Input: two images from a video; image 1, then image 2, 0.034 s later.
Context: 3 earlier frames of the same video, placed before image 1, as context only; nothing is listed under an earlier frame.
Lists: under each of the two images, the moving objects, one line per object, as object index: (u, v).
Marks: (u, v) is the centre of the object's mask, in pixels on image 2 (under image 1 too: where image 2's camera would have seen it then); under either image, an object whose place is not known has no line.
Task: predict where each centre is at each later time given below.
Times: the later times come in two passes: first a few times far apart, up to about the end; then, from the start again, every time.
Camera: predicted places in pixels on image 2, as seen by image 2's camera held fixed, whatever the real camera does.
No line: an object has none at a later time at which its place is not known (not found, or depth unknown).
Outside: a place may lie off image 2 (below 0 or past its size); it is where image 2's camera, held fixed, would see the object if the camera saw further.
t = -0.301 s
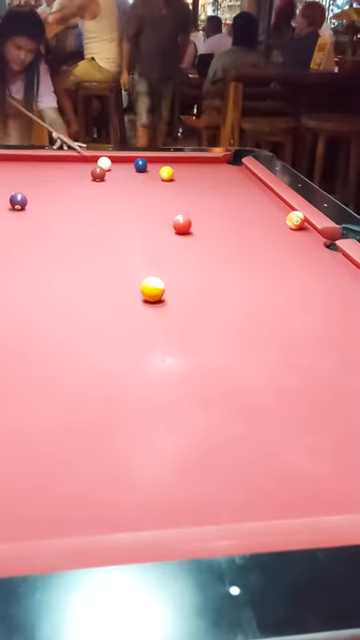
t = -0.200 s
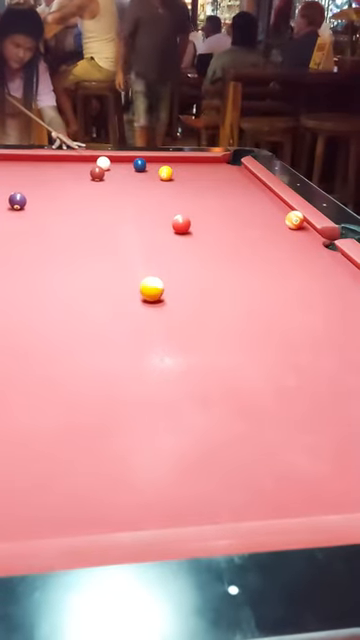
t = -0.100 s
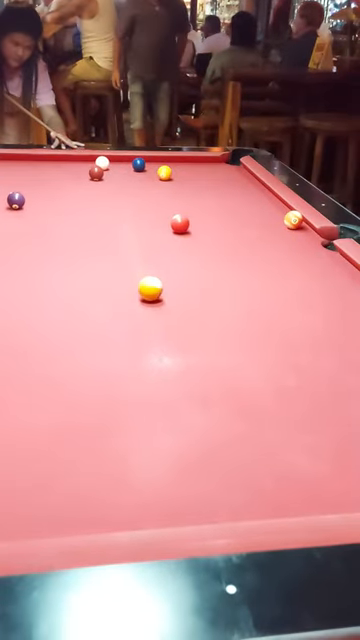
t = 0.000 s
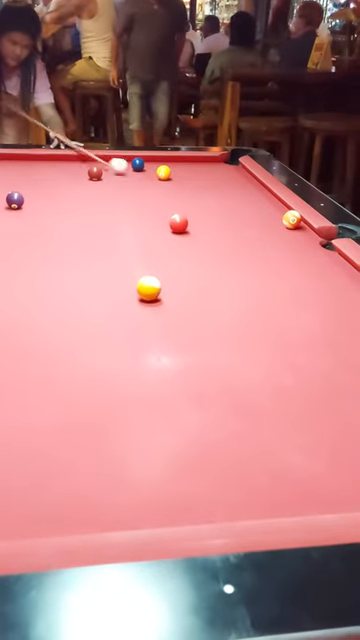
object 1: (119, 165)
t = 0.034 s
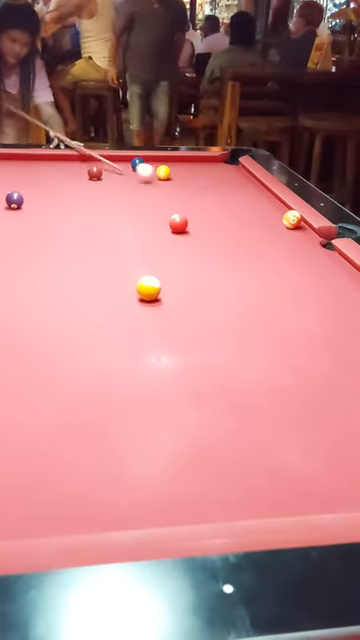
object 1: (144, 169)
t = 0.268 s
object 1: (276, 217)
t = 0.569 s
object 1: (283, 227)
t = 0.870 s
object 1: (291, 236)
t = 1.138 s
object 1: (297, 244)
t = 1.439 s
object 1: (304, 253)
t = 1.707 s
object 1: (311, 260)
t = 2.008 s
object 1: (318, 267)
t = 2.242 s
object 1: (323, 271)
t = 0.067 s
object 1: (173, 179)
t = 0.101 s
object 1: (206, 192)
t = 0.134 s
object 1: (240, 202)
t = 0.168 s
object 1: (275, 212)
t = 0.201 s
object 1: (277, 213)
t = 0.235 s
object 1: (275, 214)
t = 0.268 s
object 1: (276, 217)
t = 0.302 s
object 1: (277, 218)
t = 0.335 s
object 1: (278, 219)
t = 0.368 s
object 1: (279, 221)
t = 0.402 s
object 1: (279, 221)
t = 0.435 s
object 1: (280, 222)
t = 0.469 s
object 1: (281, 224)
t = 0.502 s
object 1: (282, 225)
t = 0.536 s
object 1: (283, 226)
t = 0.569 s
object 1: (283, 227)
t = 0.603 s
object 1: (285, 228)
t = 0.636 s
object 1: (285, 229)
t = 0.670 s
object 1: (286, 230)
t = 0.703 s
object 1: (287, 231)
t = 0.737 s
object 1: (288, 232)
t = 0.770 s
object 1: (288, 233)
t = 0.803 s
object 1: (289, 234)
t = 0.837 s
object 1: (290, 235)
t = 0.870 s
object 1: (291, 236)
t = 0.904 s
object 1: (292, 237)
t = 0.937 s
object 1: (293, 238)
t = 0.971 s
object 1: (294, 240)
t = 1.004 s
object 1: (294, 240)
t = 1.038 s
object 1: (295, 241)
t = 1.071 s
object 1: (296, 242)
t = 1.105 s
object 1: (297, 243)
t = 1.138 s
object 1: (297, 244)
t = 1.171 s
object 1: (298, 245)
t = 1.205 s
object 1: (299, 246)
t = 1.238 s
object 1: (300, 247)
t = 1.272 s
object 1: (301, 248)
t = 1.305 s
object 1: (301, 249)
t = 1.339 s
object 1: (302, 250)
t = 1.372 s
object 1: (303, 251)
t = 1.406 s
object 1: (304, 252)
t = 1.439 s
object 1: (304, 253)
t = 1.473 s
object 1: (305, 254)
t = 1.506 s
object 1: (306, 254)
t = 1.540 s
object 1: (307, 255)
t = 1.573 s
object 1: (309, 257)
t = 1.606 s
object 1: (309, 258)
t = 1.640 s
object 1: (310, 259)
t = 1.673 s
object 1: (311, 259)
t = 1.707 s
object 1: (311, 260)
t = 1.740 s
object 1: (312, 261)
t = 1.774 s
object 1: (313, 262)
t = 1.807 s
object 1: (314, 262)
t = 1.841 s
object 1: (314, 263)
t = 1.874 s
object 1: (315, 264)
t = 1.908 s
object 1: (316, 265)
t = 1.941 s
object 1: (317, 265)
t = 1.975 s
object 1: (318, 266)
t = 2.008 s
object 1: (318, 267)
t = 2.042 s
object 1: (319, 268)
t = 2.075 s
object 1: (320, 268)
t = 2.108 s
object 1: (321, 269)
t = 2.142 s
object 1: (321, 269)
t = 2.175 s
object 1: (322, 270)
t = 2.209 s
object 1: (323, 270)
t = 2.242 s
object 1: (323, 271)
